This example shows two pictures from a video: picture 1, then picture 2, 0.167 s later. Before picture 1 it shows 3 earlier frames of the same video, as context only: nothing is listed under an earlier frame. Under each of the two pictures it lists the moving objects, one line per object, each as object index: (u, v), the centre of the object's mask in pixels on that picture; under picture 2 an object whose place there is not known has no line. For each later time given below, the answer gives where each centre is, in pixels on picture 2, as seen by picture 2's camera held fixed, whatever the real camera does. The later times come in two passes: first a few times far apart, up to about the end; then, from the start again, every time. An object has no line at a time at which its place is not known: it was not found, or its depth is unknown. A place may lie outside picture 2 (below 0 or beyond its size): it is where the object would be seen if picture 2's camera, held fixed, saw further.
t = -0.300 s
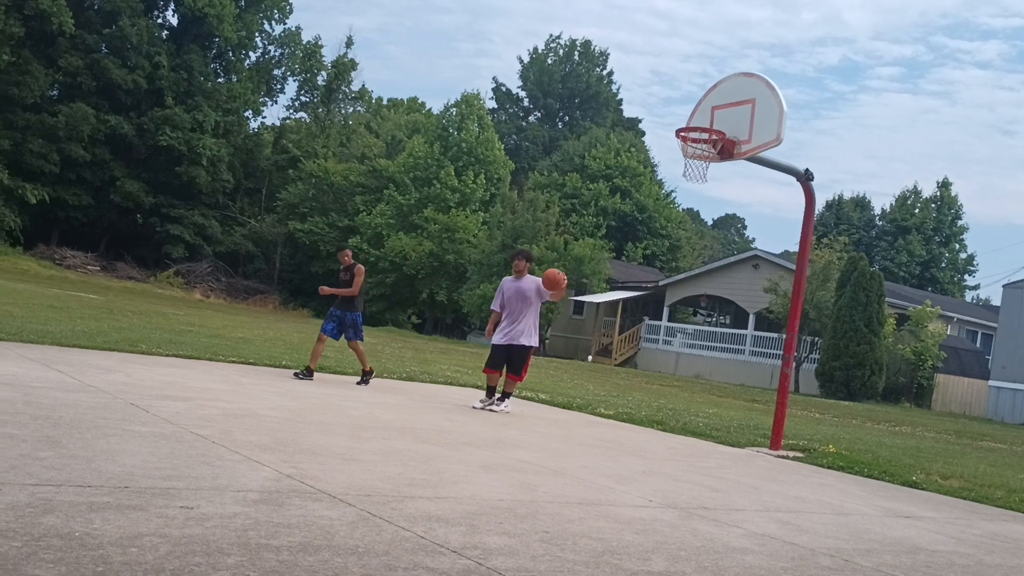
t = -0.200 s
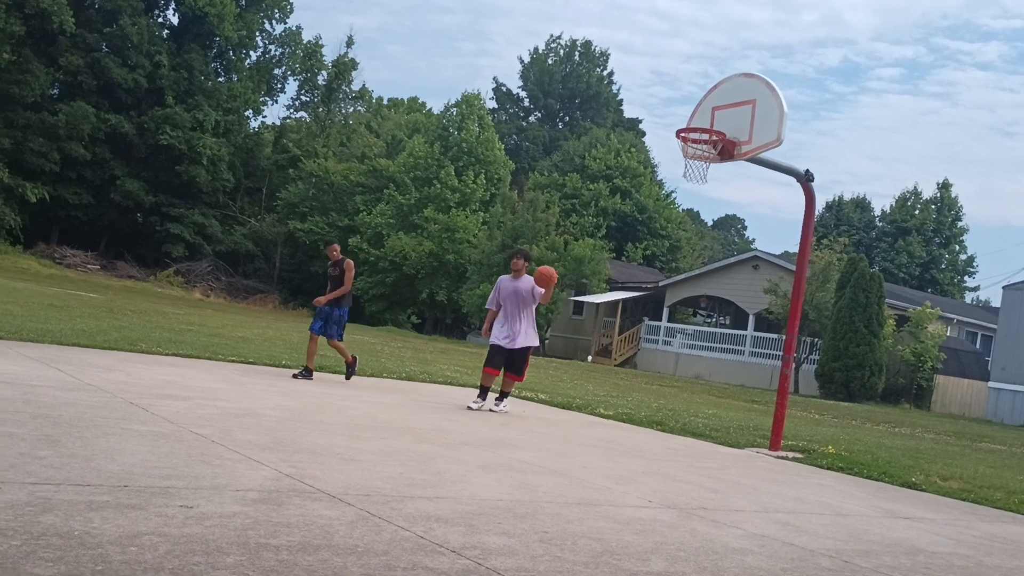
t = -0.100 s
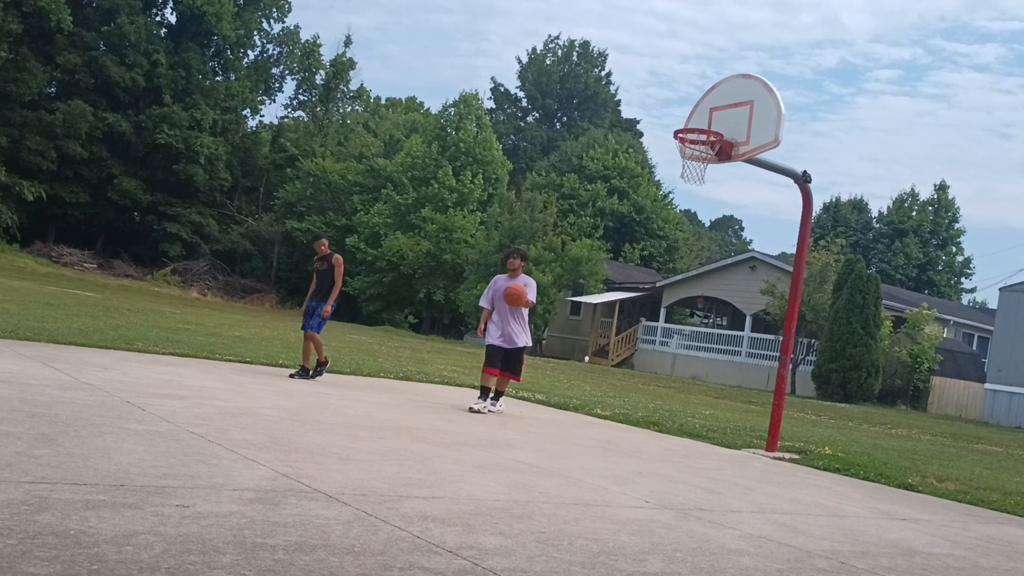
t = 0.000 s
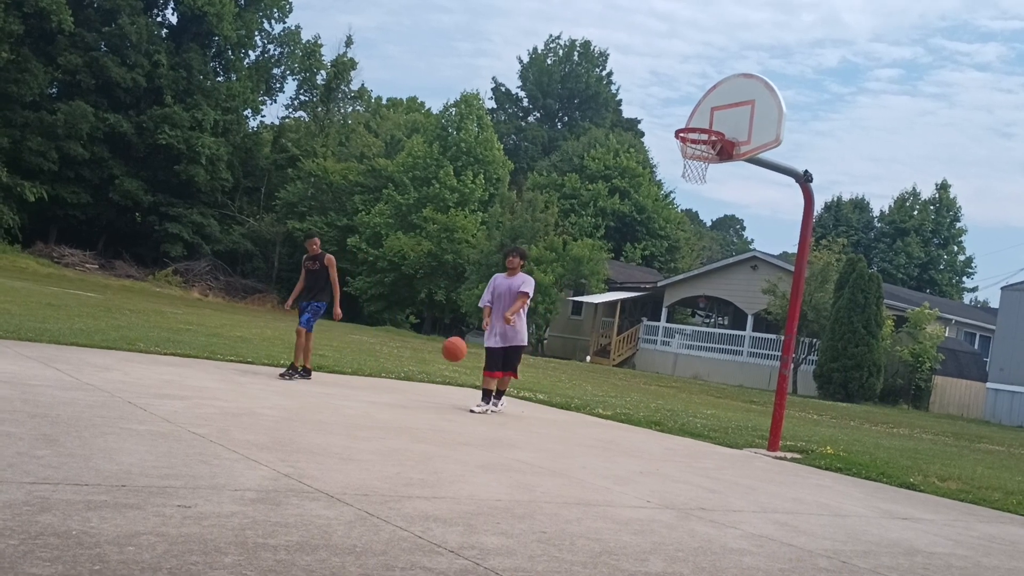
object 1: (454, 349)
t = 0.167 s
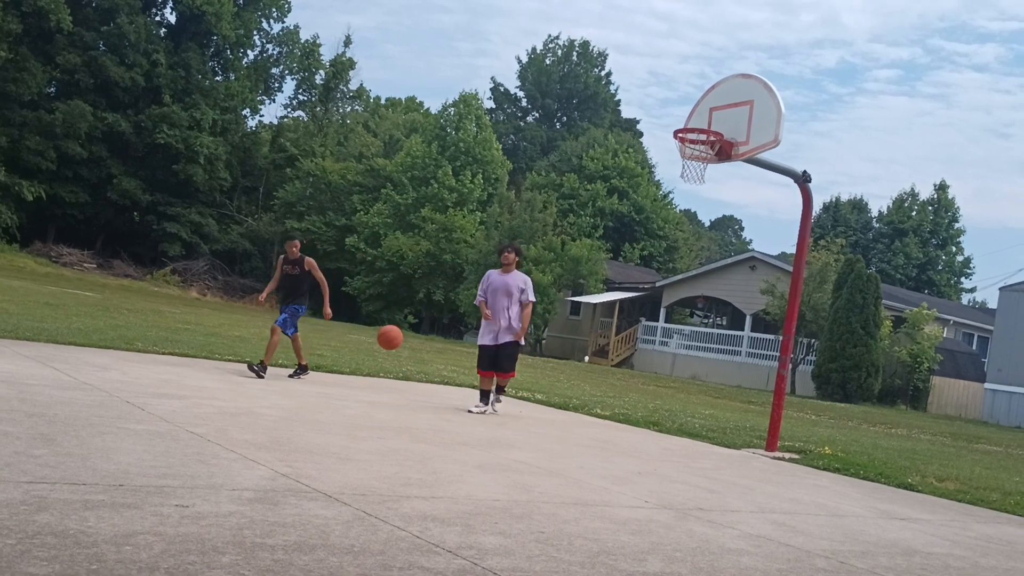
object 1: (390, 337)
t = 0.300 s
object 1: (369, 260)
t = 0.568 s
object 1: (318, 157)
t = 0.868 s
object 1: (242, 128)
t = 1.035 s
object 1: (192, 153)
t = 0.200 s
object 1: (385, 316)
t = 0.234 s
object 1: (380, 297)
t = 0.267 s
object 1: (375, 278)
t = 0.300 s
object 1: (369, 260)
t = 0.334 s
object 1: (364, 244)
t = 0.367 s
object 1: (358, 228)
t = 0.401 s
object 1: (352, 214)
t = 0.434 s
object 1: (345, 200)
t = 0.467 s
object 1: (339, 188)
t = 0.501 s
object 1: (332, 177)
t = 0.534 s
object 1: (325, 166)
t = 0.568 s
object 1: (318, 157)
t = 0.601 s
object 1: (311, 150)
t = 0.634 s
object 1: (303, 143)
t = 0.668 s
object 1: (295, 138)
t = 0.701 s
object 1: (287, 133)
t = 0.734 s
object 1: (279, 130)
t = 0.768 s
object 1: (270, 127)
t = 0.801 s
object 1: (261, 126)
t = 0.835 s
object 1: (252, 126)
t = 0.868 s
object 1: (242, 128)
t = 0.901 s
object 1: (233, 130)
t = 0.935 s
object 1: (223, 134)
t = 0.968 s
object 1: (213, 139)
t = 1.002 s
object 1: (203, 145)
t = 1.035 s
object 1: (192, 153)
